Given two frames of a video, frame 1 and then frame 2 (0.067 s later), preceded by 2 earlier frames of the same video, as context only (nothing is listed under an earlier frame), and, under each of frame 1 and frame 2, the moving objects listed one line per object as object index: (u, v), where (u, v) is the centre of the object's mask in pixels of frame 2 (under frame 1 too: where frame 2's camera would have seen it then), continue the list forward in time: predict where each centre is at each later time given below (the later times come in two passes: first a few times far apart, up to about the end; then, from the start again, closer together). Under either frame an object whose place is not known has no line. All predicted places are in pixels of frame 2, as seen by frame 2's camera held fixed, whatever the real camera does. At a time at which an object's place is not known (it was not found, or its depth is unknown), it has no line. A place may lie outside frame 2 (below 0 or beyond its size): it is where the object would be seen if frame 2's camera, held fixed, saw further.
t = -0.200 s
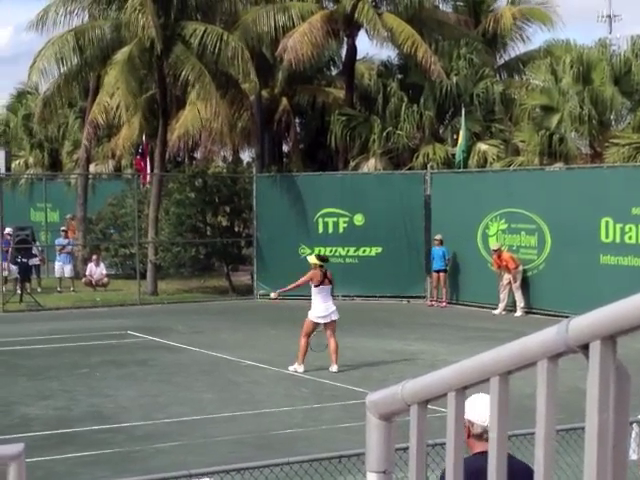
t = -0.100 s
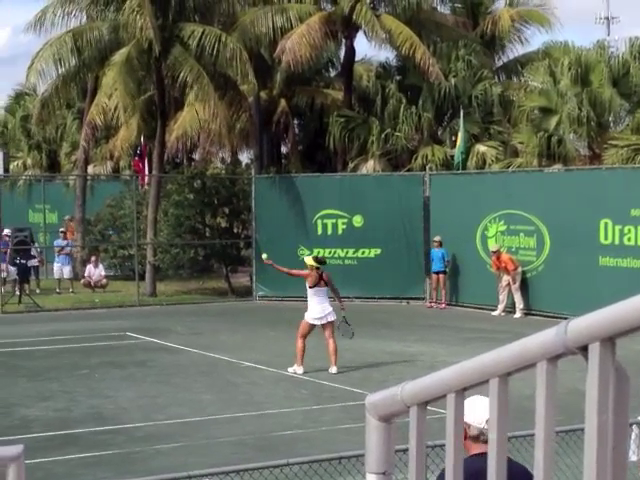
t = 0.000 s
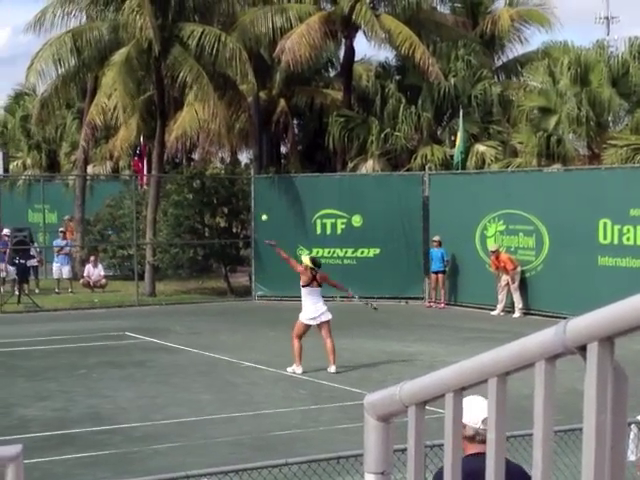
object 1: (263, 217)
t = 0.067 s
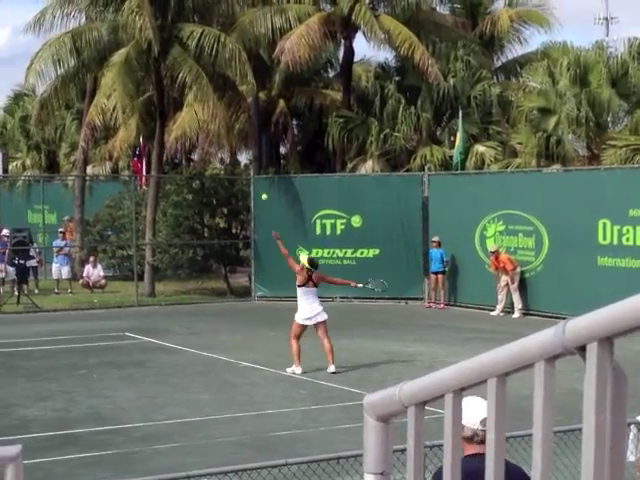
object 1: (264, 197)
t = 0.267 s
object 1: (265, 158)
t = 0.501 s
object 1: (268, 136)
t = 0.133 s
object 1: (263, 188)
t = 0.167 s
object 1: (264, 178)
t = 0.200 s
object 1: (265, 171)
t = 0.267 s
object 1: (265, 158)
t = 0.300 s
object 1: (265, 152)
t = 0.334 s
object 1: (266, 147)
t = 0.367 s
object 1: (266, 144)
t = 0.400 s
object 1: (266, 140)
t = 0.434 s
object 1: (267, 138)
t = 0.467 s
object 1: (267, 137)
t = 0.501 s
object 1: (268, 136)
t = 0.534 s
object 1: (268, 136)
